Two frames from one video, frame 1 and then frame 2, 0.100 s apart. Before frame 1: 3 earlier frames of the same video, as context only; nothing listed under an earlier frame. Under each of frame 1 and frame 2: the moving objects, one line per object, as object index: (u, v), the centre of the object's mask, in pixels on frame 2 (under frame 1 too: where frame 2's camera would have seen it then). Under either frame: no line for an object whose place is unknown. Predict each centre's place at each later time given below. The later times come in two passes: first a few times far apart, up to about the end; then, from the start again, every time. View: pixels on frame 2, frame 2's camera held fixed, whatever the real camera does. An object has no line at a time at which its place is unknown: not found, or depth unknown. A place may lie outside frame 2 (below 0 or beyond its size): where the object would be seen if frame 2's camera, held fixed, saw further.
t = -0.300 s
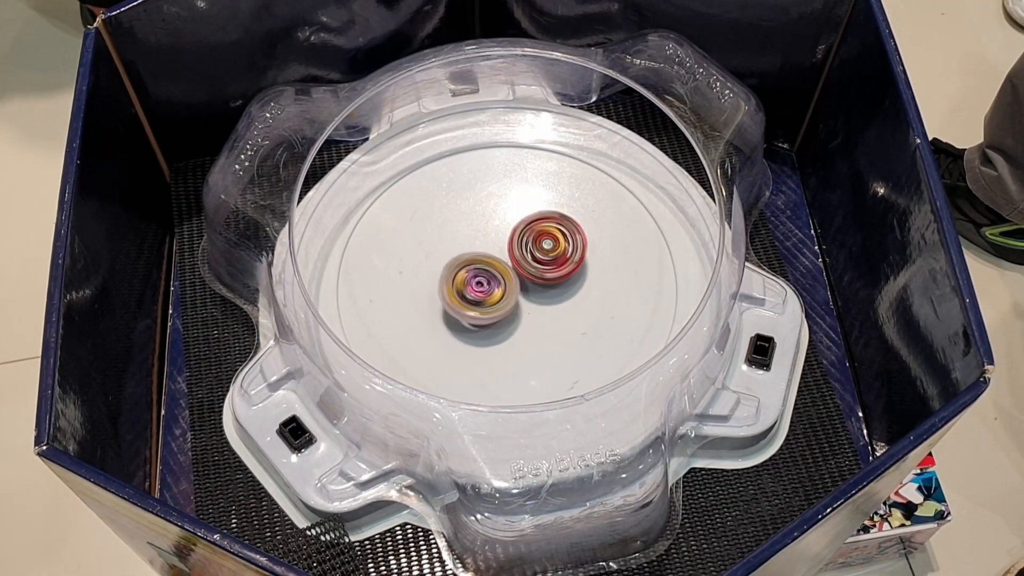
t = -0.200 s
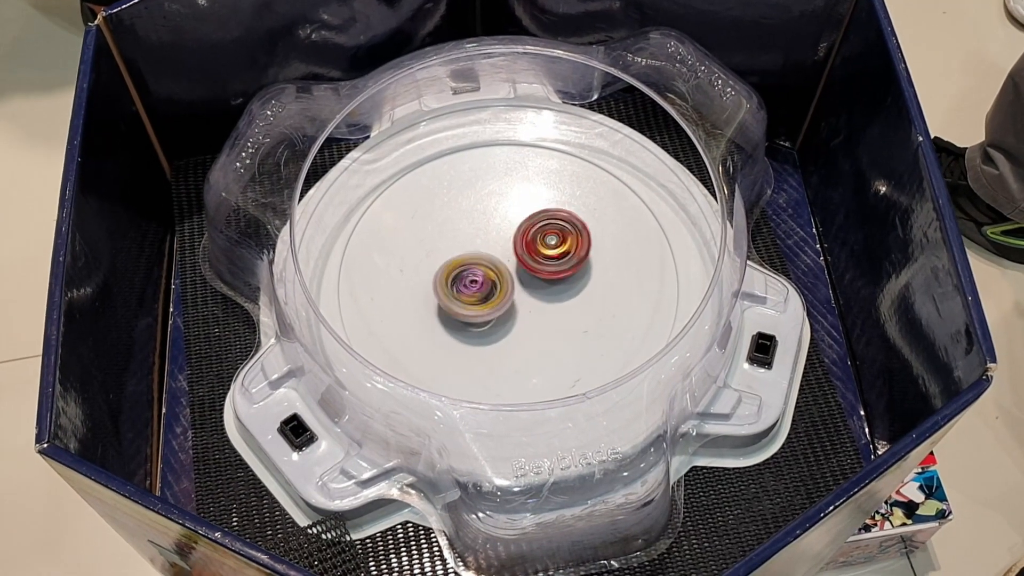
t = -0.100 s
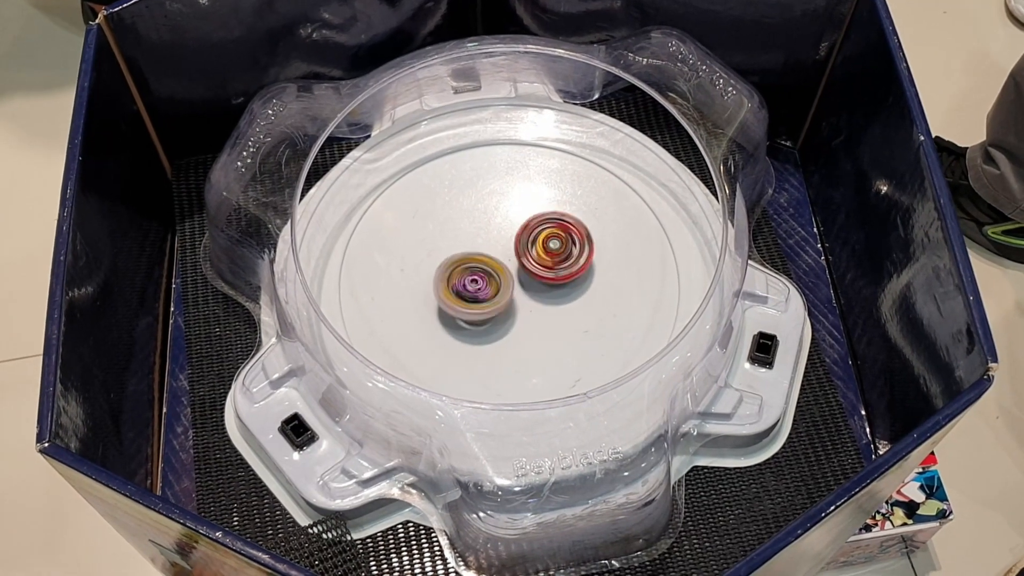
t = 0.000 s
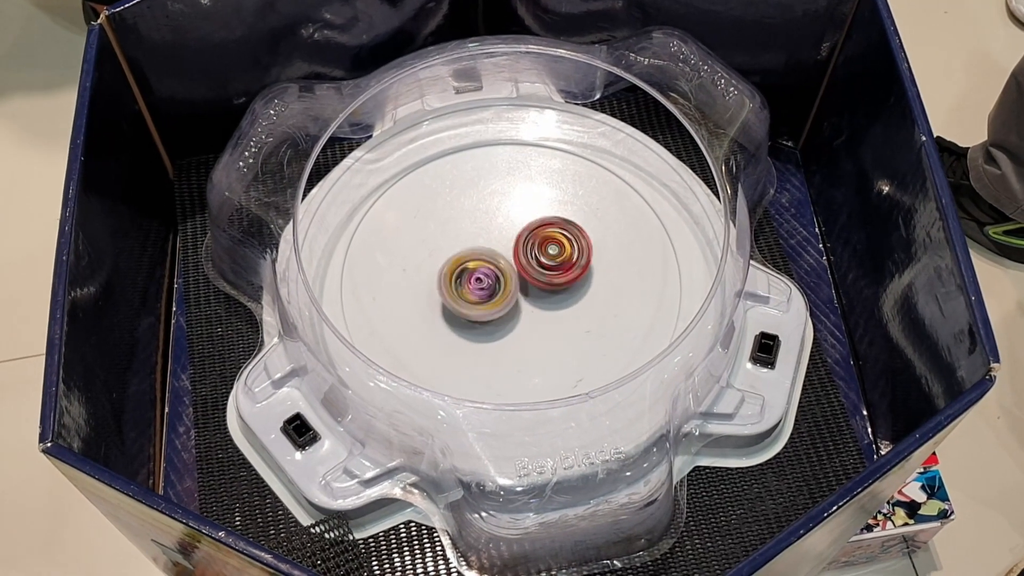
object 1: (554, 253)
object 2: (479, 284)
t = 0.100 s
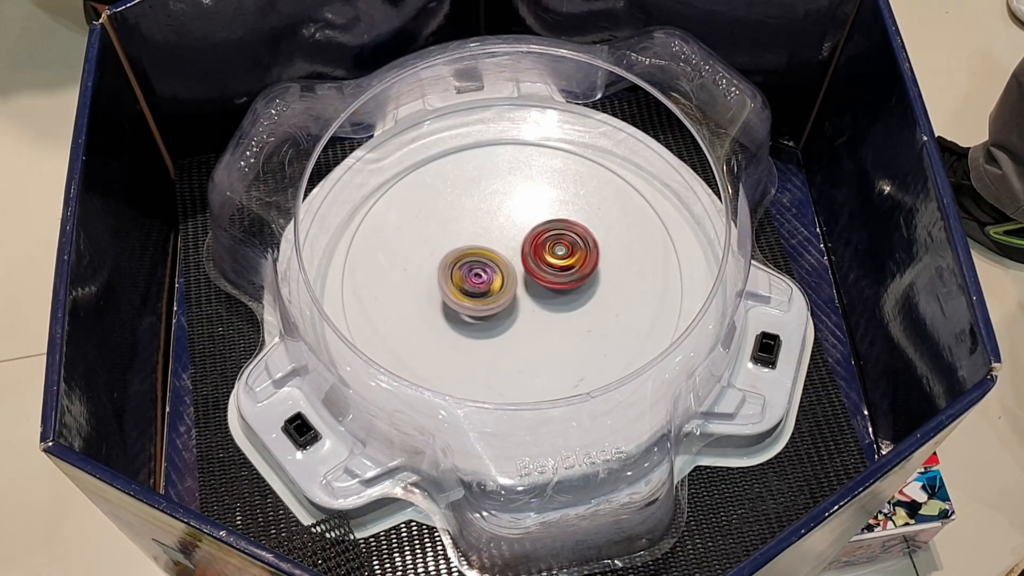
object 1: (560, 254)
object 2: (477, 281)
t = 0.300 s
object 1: (563, 258)
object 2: (478, 273)
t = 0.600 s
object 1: (569, 266)
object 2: (486, 262)
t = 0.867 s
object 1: (573, 271)
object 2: (493, 255)
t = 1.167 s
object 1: (571, 286)
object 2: (489, 248)
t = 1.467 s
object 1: (552, 300)
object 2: (488, 249)
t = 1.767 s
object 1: (528, 310)
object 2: (485, 249)
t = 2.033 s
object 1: (508, 314)
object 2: (490, 244)
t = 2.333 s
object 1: (499, 315)
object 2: (505, 238)
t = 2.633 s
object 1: (493, 312)
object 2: (519, 241)
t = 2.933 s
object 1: (483, 309)
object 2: (525, 249)
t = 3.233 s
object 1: (472, 304)
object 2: (524, 250)
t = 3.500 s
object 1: (459, 301)
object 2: (523, 249)
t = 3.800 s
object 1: (450, 291)
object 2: (522, 254)
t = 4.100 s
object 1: (449, 279)
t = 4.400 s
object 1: (451, 264)
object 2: (531, 269)
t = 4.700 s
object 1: (457, 249)
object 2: (536, 277)
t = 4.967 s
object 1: (466, 233)
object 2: (538, 284)
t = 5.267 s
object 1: (482, 226)
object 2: (531, 284)
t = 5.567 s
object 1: (484, 218)
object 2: (527, 289)
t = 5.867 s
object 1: (495, 213)
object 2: (518, 294)
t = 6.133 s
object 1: (518, 219)
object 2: (514, 296)
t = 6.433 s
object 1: (519, 203)
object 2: (514, 286)
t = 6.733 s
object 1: (505, 220)
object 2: (522, 292)
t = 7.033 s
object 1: (482, 231)
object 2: (519, 293)
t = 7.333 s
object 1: (467, 246)
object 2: (525, 307)
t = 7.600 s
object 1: (466, 253)
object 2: (527, 303)
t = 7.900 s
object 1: (484, 242)
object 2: (535, 303)
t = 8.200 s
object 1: (503, 237)
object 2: (535, 304)
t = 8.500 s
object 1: (499, 236)
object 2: (519, 302)
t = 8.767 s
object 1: (501, 246)
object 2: (522, 310)
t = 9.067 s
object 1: (505, 256)
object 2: (523, 310)
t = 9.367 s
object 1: (505, 256)
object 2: (519, 311)
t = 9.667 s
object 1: (505, 256)
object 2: (522, 310)
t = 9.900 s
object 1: (505, 256)
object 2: (520, 311)
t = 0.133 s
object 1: (559, 254)
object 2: (477, 279)
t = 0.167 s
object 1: (558, 256)
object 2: (478, 279)
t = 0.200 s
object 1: (559, 258)
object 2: (479, 276)
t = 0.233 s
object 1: (561, 258)
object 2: (479, 275)
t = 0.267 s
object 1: (560, 259)
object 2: (480, 273)
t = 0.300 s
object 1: (563, 258)
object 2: (478, 273)
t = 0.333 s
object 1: (565, 260)
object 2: (478, 271)
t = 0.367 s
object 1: (566, 260)
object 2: (478, 270)
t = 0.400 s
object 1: (566, 261)
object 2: (479, 269)
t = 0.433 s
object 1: (566, 262)
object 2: (479, 267)
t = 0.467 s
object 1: (566, 264)
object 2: (482, 266)
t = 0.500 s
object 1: (566, 264)
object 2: (484, 264)
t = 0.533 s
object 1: (569, 264)
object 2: (484, 263)
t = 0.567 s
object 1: (569, 265)
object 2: (485, 262)
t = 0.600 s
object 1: (569, 266)
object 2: (486, 262)
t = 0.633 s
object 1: (570, 268)
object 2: (488, 260)
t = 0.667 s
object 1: (576, 267)
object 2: (487, 259)
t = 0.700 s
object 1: (575, 267)
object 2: (487, 258)
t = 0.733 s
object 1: (575, 269)
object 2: (487, 257)
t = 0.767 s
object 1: (575, 270)
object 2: (488, 256)
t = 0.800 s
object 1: (576, 270)
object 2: (489, 256)
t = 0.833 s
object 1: (575, 270)
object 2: (492, 255)
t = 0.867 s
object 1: (573, 271)
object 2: (493, 255)
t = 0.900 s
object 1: (575, 273)
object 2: (493, 253)
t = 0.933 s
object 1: (575, 274)
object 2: (494, 252)
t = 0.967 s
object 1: (572, 276)
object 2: (495, 252)
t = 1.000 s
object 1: (576, 278)
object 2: (492, 250)
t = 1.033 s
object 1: (574, 280)
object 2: (490, 249)
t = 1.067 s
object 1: (574, 281)
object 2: (490, 247)
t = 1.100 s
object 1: (572, 283)
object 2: (490, 248)
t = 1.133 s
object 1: (572, 285)
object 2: (490, 247)
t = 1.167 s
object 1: (571, 286)
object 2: (489, 248)
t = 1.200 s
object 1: (570, 287)
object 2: (490, 248)
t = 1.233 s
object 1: (567, 288)
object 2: (489, 249)
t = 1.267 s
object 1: (566, 290)
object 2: (491, 249)
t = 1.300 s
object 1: (562, 291)
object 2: (490, 251)
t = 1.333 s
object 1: (560, 293)
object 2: (491, 251)
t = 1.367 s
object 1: (558, 295)
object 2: (490, 251)
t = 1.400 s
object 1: (556, 297)
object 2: (489, 249)
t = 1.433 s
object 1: (553, 297)
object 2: (487, 249)
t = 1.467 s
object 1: (552, 300)
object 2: (488, 249)
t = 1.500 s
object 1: (548, 299)
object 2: (486, 250)
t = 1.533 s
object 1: (546, 303)
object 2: (486, 249)
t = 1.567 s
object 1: (543, 304)
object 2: (485, 248)
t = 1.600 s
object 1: (540, 307)
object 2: (485, 249)
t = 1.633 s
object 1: (539, 308)
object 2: (484, 249)
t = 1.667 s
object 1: (537, 308)
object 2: (485, 248)
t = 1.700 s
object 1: (534, 308)
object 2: (484, 249)
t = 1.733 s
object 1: (530, 309)
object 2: (485, 249)
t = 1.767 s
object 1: (528, 310)
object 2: (485, 249)
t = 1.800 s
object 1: (526, 313)
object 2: (485, 246)
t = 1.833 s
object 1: (522, 314)
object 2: (484, 244)
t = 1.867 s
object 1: (518, 315)
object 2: (486, 243)
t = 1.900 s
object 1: (518, 317)
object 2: (486, 244)
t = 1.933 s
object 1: (515, 314)
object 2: (487, 243)
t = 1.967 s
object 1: (511, 314)
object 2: (487, 244)
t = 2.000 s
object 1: (509, 315)
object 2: (488, 243)
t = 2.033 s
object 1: (508, 314)
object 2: (490, 244)
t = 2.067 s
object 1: (510, 314)
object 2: (491, 242)
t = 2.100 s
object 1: (509, 314)
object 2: (494, 241)
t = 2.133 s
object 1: (509, 312)
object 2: (495, 240)
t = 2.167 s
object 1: (504, 314)
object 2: (497, 239)
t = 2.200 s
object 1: (505, 317)
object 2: (498, 236)
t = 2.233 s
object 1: (504, 316)
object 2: (502, 236)
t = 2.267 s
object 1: (503, 316)
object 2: (503, 237)
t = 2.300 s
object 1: (501, 315)
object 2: (505, 237)
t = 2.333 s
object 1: (499, 315)
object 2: (505, 238)
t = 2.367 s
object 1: (499, 316)
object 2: (508, 238)
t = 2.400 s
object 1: (499, 315)
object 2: (509, 240)
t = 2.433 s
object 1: (498, 313)
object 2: (510, 240)
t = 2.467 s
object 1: (495, 313)
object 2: (512, 241)
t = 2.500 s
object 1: (496, 313)
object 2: (515, 240)
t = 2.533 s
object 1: (496, 310)
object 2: (516, 241)
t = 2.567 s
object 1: (493, 311)
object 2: (516, 241)
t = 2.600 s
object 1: (493, 314)
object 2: (519, 240)
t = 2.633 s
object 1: (493, 312)
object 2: (519, 241)
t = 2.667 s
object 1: (492, 310)
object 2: (522, 244)
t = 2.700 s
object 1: (488, 312)
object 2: (523, 243)
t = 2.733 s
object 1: (488, 315)
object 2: (526, 243)
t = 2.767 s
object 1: (489, 314)
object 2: (526, 245)
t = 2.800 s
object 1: (488, 311)
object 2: (526, 244)
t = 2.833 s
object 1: (486, 310)
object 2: (527, 246)
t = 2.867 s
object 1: (483, 309)
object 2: (526, 246)
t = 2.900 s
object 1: (482, 310)
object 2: (527, 247)
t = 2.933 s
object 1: (483, 309)
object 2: (525, 249)
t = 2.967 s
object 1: (481, 313)
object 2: (528, 248)
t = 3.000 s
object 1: (480, 311)
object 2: (529, 247)
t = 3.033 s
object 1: (478, 308)
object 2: (529, 248)
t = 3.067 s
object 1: (474, 307)
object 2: (527, 248)
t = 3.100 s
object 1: (474, 306)
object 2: (528, 247)
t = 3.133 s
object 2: (527, 249)
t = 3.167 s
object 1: (473, 305)
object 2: (526, 249)
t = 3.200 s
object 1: (472, 304)
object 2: (526, 249)
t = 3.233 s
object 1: (472, 304)
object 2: (524, 250)
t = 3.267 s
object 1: (471, 307)
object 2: (527, 249)
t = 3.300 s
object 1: (466, 305)
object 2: (527, 248)
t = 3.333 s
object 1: (462, 305)
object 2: (528, 248)
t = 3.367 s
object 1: (461, 304)
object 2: (526, 248)
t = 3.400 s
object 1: (460, 304)
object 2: (524, 247)
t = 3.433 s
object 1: (460, 304)
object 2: (526, 248)
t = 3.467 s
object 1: (461, 302)
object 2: (523, 250)
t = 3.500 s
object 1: (459, 301)
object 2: (523, 249)
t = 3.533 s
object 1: (458, 300)
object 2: (521, 251)
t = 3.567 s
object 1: (457, 298)
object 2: (520, 251)
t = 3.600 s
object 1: (454, 298)
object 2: (520, 251)
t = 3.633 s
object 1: (454, 295)
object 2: (519, 252)
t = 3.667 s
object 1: (451, 294)
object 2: (521, 252)
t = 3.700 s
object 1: (450, 293)
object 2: (520, 254)
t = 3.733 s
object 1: (452, 292)
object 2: (519, 252)
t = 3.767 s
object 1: (449, 293)
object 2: (522, 252)
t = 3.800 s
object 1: (450, 291)
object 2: (522, 254)
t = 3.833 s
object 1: (451, 288)
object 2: (523, 254)
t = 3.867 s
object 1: (448, 286)
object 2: (524, 253)
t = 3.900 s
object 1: (446, 286)
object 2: (526, 253)
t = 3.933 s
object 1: (446, 285)
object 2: (526, 254)
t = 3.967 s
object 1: (446, 285)
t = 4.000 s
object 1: (447, 285)
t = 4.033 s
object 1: (449, 282)
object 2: (526, 256)
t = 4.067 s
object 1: (448, 280)
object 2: (526, 257)
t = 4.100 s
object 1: (449, 279)
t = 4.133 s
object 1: (449, 278)
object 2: (529, 260)
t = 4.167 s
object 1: (450, 276)
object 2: (531, 262)
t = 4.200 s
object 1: (449, 273)
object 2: (532, 264)
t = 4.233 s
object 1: (447, 271)
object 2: (530, 263)
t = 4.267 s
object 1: (447, 271)
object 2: (531, 264)
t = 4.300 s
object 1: (449, 269)
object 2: (531, 264)
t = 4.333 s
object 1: (447, 268)
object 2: (534, 264)
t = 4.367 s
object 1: (448, 266)
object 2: (534, 267)
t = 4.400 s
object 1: (451, 264)
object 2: (531, 269)
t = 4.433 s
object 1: (446, 262)
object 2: (535, 270)
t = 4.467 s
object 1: (446, 260)
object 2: (536, 271)
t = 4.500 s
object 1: (449, 257)
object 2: (533, 271)
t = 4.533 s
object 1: (449, 253)
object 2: (534, 271)
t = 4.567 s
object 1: (449, 251)
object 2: (534, 272)
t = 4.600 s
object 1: (452, 252)
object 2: (533, 272)
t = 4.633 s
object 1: (452, 250)
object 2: (535, 274)
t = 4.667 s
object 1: (452, 250)
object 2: (535, 277)
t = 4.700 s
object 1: (457, 249)
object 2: (536, 277)
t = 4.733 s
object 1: (460, 246)
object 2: (535, 278)
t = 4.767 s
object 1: (461, 244)
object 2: (533, 277)
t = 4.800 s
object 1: (463, 245)
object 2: (536, 279)
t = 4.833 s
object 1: (460, 242)
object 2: (539, 283)
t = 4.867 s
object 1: (462, 239)
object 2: (538, 284)
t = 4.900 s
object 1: (465, 237)
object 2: (538, 286)
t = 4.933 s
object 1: (466, 234)
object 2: (538, 285)
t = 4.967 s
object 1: (466, 233)
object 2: (538, 284)
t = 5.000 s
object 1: (470, 234)
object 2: (539, 284)
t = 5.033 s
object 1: (474, 234)
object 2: (539, 283)
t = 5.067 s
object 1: (477, 233)
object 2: (537, 283)
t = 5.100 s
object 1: (478, 233)
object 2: (536, 284)
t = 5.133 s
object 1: (480, 232)
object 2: (537, 285)
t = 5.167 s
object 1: (482, 229)
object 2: (536, 286)
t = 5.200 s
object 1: (482, 227)
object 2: (534, 287)
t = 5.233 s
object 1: (482, 227)
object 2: (532, 287)
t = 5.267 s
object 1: (482, 226)
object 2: (531, 284)
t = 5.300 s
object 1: (482, 226)
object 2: (533, 285)
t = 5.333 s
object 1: (485, 227)
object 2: (532, 287)
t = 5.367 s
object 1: (487, 226)
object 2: (530, 286)
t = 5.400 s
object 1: (487, 221)
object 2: (529, 289)
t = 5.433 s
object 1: (484, 220)
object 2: (527, 291)
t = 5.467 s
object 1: (485, 222)
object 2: (523, 289)
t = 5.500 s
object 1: (487, 224)
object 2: (524, 285)
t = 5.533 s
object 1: (487, 220)
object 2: (528, 288)
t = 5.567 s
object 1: (484, 218)
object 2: (527, 289)
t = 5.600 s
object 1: (483, 219)
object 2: (527, 289)
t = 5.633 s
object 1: (486, 220)
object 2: (525, 289)
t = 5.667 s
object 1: (489, 221)
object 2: (522, 286)
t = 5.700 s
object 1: (493, 219)
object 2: (524, 286)
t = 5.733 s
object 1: (494, 217)
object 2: (523, 287)
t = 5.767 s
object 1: (493, 217)
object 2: (522, 288)
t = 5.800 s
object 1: (493, 218)
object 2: (521, 285)
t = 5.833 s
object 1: (493, 214)
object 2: (522, 291)
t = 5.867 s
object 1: (495, 213)
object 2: (518, 294)
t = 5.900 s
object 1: (500, 211)
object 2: (511, 294)
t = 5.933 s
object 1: (504, 210)
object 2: (512, 289)
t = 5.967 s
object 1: (505, 211)
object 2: (514, 288)
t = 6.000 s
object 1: (509, 216)
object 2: (518, 286)
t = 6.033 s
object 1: (511, 217)
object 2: (521, 288)
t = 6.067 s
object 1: (511, 215)
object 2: (523, 294)
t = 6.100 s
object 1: (514, 217)
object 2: (520, 296)
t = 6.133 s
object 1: (518, 219)
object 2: (514, 296)
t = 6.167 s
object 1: (521, 219)
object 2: (512, 291)
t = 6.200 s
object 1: (519, 222)
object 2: (514, 287)
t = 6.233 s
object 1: (516, 217)
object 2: (520, 290)
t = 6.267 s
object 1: (515, 214)
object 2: (523, 295)
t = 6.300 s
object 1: (518, 212)
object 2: (523, 297)
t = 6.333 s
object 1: (520, 208)
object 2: (520, 298)
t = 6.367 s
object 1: (521, 205)
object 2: (516, 296)
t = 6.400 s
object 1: (521, 203)
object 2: (512, 292)
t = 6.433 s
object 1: (519, 203)
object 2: (514, 286)
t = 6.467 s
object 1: (518, 206)
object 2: (519, 283)
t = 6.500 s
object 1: (518, 210)
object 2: (524, 283)
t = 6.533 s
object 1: (521, 213)
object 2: (529, 285)
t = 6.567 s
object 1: (519, 214)
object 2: (531, 287)
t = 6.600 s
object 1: (514, 218)
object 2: (529, 287)
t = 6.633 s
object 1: (510, 220)
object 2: (527, 288)
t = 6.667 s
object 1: (507, 221)
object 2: (524, 290)
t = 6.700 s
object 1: (506, 222)
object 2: (523, 288)
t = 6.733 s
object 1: (505, 220)
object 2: (522, 292)
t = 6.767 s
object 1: (501, 217)
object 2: (520, 295)
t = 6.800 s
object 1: (496, 219)
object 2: (520, 297)
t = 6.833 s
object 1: (494, 221)
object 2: (520, 299)
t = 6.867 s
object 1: (494, 222)
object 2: (521, 299)
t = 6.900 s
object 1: (490, 220)
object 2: (521, 300)
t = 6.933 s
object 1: (485, 222)
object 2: (520, 302)
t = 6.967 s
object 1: (481, 226)
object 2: (522, 298)
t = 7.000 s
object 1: (482, 231)
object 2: (522, 296)
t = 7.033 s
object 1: (482, 231)
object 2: (519, 293)
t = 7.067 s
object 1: (480, 232)
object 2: (518, 293)
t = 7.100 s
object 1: (475, 234)
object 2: (515, 293)
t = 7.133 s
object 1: (472, 236)
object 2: (515, 294)
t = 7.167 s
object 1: (470, 238)
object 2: (514, 296)
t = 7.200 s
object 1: (469, 241)
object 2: (513, 297)
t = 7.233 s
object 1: (469, 243)
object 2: (515, 301)
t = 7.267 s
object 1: (468, 243)
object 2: (518, 303)
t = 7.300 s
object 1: (466, 244)
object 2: (524, 305)
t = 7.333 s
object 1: (467, 246)
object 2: (525, 307)
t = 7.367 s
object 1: (469, 247)
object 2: (524, 307)
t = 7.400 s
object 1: (469, 249)
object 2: (524, 306)
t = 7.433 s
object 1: (468, 253)
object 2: (525, 305)
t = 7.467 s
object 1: (469, 256)
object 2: (524, 308)
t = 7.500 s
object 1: (467, 254)
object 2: (527, 309)
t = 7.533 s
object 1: (465, 253)
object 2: (529, 309)
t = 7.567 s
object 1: (465, 253)
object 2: (529, 308)
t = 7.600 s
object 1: (466, 253)
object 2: (527, 303)
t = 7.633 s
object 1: (467, 253)
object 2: (525, 302)
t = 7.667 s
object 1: (469, 252)
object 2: (525, 302)
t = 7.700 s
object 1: (470, 251)
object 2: (525, 301)
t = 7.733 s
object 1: (471, 249)
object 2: (525, 299)
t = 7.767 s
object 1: (472, 247)
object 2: (526, 300)
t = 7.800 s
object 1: (474, 247)
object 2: (527, 301)
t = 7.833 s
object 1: (476, 245)
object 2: (530, 301)
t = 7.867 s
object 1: (481, 243)
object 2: (534, 301)
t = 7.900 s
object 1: (484, 242)
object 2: (535, 303)
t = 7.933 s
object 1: (487, 240)
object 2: (534, 304)
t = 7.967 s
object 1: (490, 239)
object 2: (535, 304)
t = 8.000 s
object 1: (493, 240)
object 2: (537, 303)
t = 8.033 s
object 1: (496, 243)
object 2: (538, 303)
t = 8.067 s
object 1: (501, 246)
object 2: (538, 303)
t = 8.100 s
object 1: (504, 245)
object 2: (537, 305)
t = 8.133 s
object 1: (505, 241)
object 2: (536, 305)
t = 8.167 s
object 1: (503, 239)
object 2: (535, 305)
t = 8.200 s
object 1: (503, 237)
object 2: (535, 304)
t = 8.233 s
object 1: (503, 235)
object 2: (536, 302)
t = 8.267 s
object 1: (503, 235)
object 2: (537, 301)
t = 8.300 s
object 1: (502, 235)
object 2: (536, 301)
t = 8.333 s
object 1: (501, 236)
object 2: (533, 298)
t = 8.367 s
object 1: (502, 234)
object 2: (530, 295)
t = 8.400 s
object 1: (501, 233)
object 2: (527, 295)
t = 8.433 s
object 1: (500, 233)
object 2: (525, 297)
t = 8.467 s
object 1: (499, 234)
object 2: (522, 301)
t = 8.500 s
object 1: (499, 236)
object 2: (519, 302)
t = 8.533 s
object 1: (499, 238)
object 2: (520, 303)
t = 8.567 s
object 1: (499, 240)
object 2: (522, 305)
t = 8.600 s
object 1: (499, 242)
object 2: (524, 307)
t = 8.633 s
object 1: (500, 242)
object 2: (524, 309)
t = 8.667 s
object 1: (500, 242)
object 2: (524, 310)
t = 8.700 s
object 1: (500, 243)
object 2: (524, 310)
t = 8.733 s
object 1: (500, 244)
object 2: (523, 310)
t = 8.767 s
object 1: (501, 246)
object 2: (522, 310)
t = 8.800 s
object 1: (502, 249)
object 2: (521, 310)
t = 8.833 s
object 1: (503, 252)
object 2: (521, 310)
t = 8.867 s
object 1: (502, 252)
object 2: (522, 310)
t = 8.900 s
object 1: (503, 253)
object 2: (522, 310)
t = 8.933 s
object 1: (503, 254)
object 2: (523, 310)
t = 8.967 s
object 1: (504, 254)
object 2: (523, 310)
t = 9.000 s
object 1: (505, 256)
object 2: (523, 310)
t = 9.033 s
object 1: (506, 256)
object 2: (523, 310)
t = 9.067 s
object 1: (505, 256)
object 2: (523, 310)
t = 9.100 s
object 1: (505, 256)
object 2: (523, 310)
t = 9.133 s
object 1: (505, 256)
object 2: (522, 310)
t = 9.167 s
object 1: (505, 256)
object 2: (521, 310)
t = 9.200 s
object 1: (505, 256)
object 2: (521, 310)
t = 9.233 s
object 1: (505, 256)
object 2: (520, 310)
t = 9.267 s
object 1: (505, 256)
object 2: (520, 310)
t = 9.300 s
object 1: (505, 256)
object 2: (520, 311)
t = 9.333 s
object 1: (505, 256)
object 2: (519, 311)
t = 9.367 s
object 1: (505, 256)
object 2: (519, 311)
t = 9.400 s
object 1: (505, 256)
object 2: (519, 311)
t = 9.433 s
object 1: (505, 256)
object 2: (520, 311)
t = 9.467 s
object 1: (505, 256)
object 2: (520, 310)
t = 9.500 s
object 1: (505, 256)
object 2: (521, 310)
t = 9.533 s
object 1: (505, 256)
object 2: (521, 310)
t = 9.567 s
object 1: (505, 256)
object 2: (521, 310)
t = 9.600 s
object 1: (505, 256)
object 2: (522, 310)
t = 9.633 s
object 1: (505, 256)
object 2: (522, 310)
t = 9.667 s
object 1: (505, 256)
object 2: (522, 310)
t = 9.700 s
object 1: (505, 256)
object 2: (522, 310)
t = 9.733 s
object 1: (505, 256)
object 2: (521, 310)
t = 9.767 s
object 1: (505, 256)
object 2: (521, 310)
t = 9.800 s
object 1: (505, 256)
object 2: (521, 310)
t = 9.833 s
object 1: (505, 256)
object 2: (521, 310)
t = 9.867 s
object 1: (505, 256)
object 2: (520, 310)
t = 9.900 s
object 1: (505, 256)
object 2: (520, 311)
